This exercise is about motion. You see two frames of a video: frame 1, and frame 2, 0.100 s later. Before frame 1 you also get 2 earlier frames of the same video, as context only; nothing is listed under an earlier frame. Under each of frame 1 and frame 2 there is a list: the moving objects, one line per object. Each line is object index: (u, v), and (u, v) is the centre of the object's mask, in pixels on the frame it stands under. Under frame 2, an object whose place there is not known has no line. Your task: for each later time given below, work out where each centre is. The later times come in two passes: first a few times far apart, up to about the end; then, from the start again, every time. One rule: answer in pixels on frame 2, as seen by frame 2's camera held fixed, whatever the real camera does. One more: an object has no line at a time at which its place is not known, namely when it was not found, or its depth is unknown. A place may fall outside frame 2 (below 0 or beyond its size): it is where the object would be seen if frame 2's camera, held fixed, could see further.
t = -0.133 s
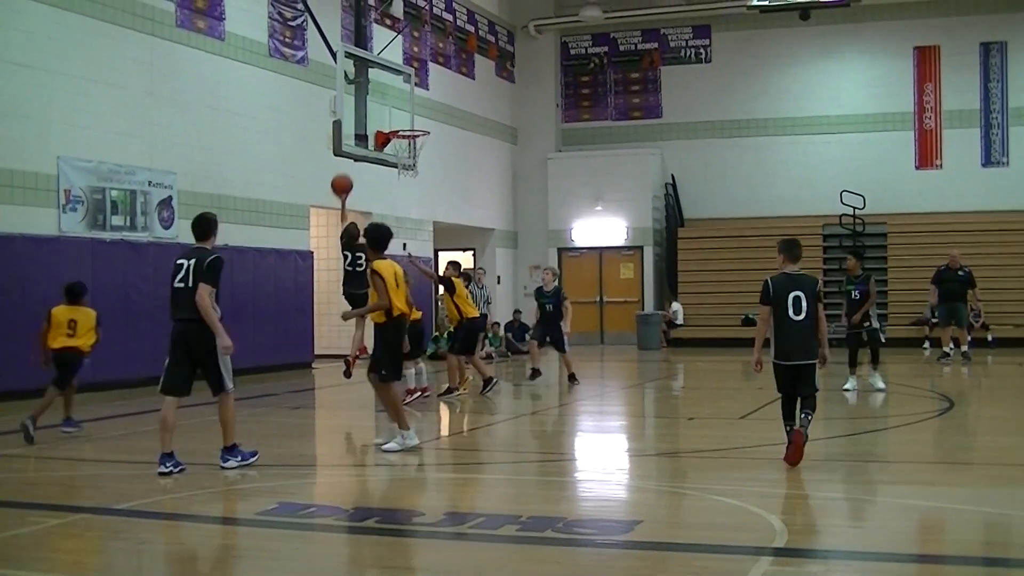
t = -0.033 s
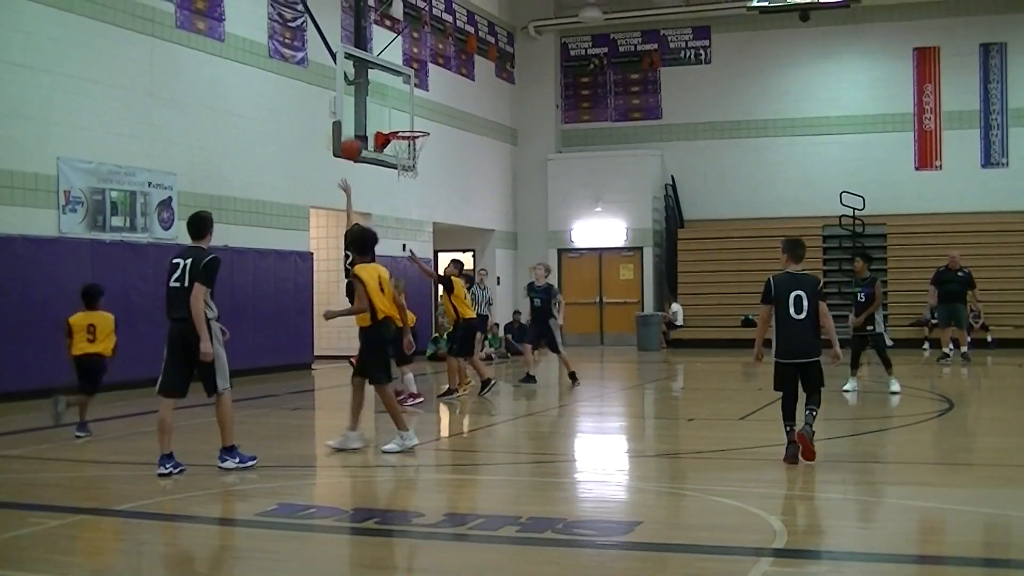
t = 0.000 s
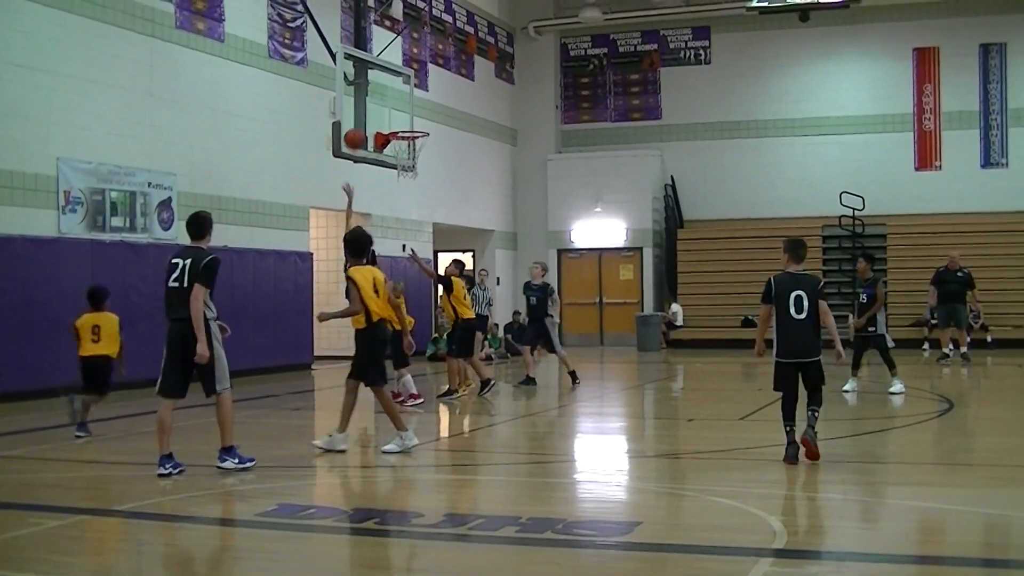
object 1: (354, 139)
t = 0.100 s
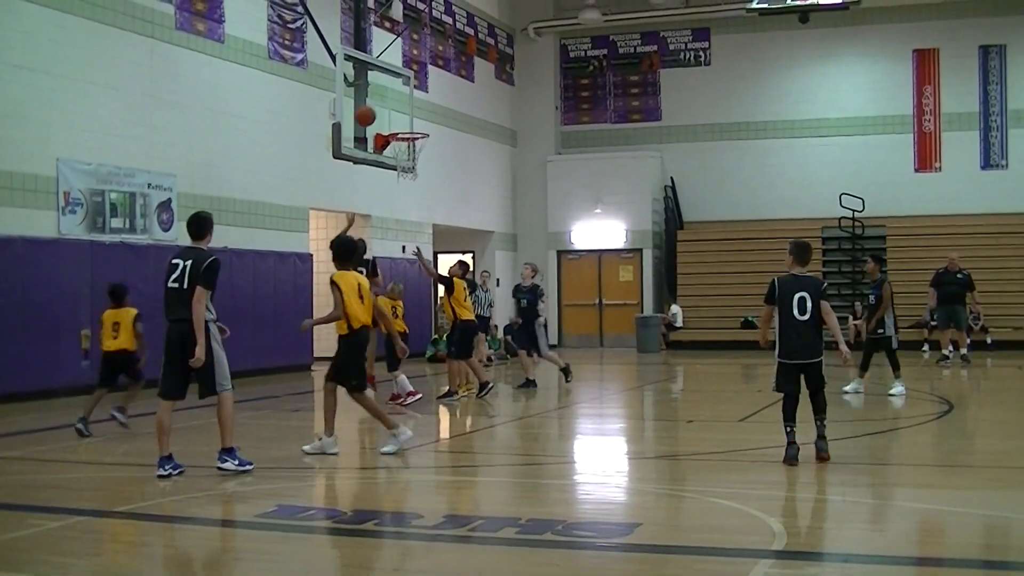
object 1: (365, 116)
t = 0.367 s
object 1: (392, 96)
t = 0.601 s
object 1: (415, 126)
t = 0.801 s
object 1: (410, 142)
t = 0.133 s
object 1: (368, 110)
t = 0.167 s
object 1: (372, 105)
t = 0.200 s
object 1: (375, 101)
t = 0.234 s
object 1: (379, 98)
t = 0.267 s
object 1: (382, 96)
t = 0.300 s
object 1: (386, 95)
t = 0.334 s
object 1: (389, 95)
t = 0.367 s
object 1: (392, 96)
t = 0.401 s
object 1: (396, 97)
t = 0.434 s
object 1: (399, 100)
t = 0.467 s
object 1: (402, 104)
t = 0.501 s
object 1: (405, 108)
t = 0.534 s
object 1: (409, 114)
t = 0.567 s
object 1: (412, 120)
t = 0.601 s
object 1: (415, 126)
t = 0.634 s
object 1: (415, 132)
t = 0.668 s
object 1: (409, 133)
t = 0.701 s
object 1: (404, 135)
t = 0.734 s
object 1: (400, 137)
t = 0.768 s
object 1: (405, 139)
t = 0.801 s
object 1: (410, 142)
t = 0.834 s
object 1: (416, 146)
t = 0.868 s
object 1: (421, 149)
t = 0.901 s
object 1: (424, 152)
